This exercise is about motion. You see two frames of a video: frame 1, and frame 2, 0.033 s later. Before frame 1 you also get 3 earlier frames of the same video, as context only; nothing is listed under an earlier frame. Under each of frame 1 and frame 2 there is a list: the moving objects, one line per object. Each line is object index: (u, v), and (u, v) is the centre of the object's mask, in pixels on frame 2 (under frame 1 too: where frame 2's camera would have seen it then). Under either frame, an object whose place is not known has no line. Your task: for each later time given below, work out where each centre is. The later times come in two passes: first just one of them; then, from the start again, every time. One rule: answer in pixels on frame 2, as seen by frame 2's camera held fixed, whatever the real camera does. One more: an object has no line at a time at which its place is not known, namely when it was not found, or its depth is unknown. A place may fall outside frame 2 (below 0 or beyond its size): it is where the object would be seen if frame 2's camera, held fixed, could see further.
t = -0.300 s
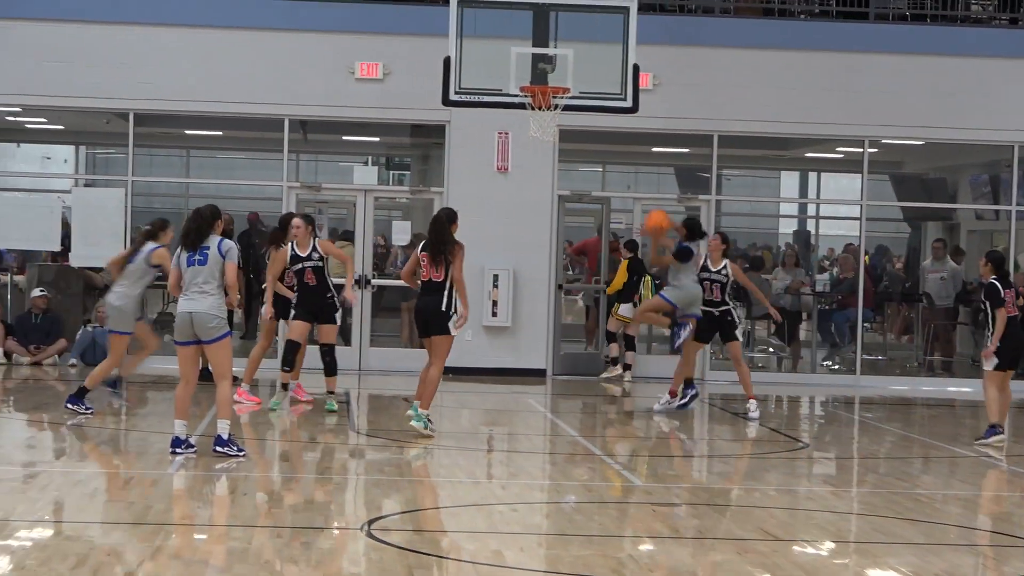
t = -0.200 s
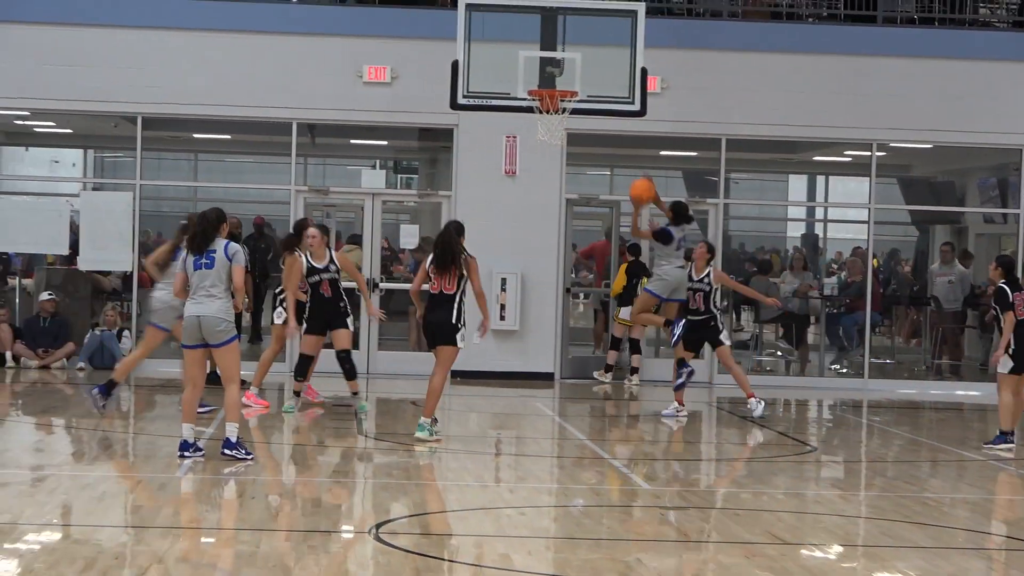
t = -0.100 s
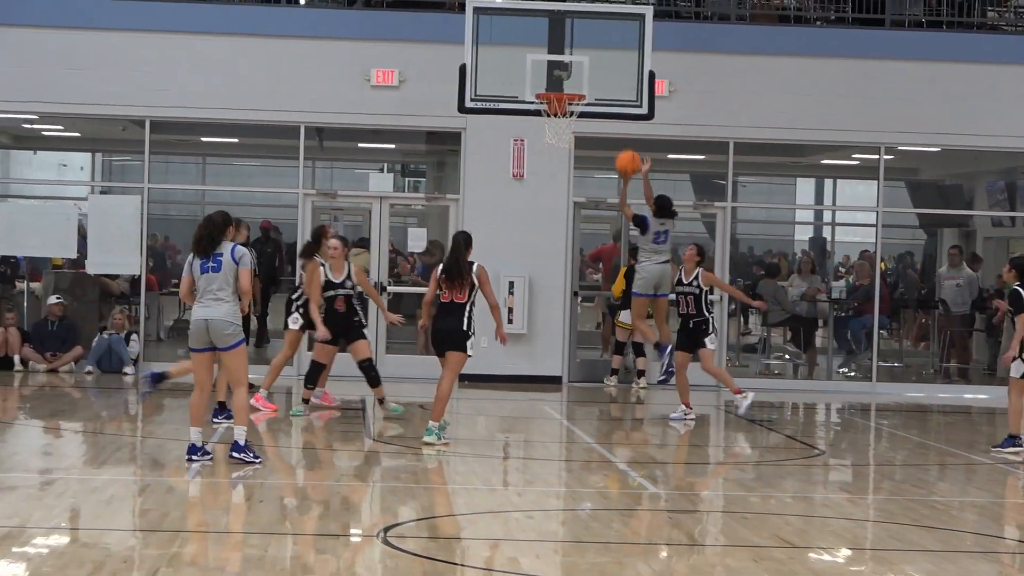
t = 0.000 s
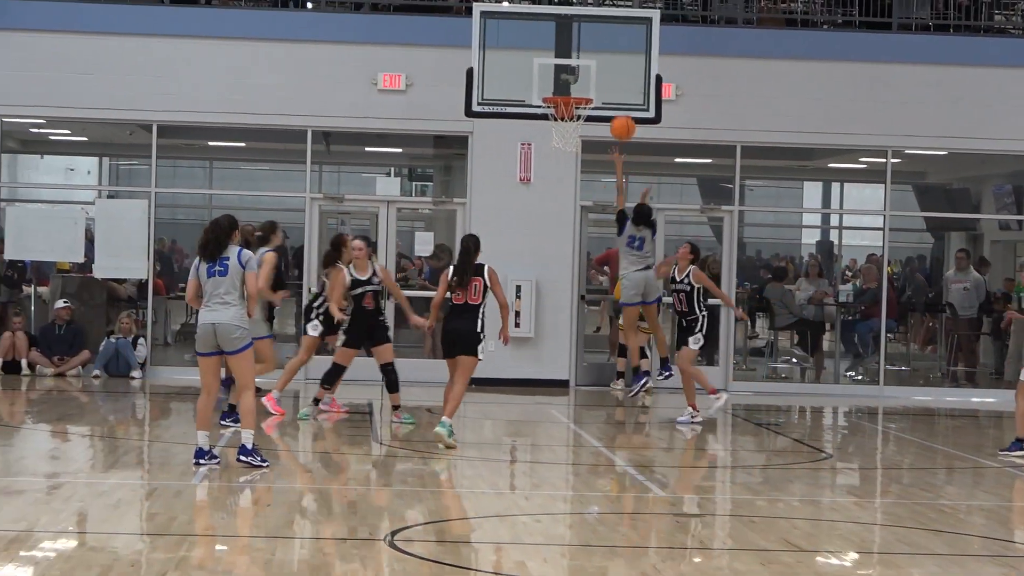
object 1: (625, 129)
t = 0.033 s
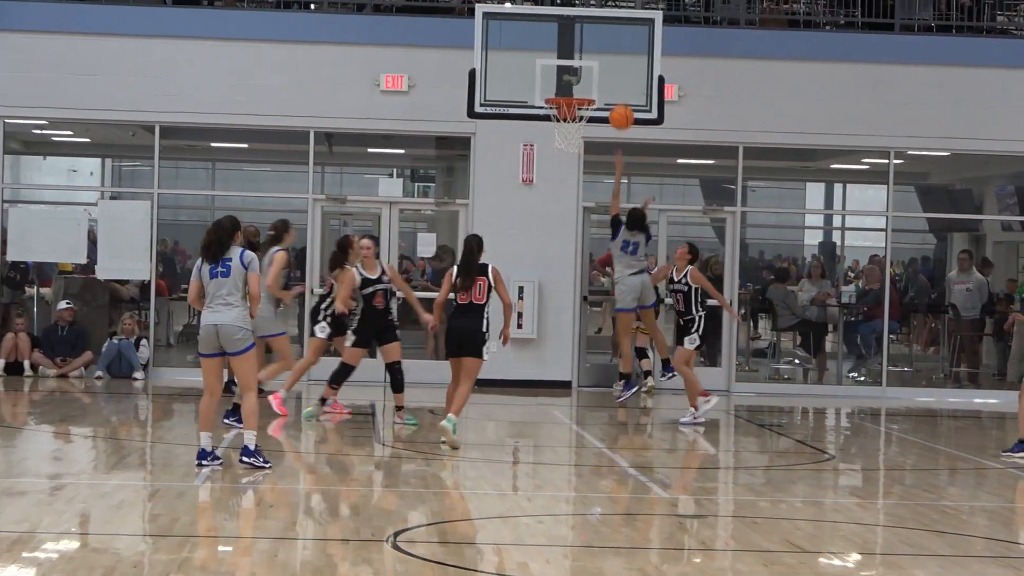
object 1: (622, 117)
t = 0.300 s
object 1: (597, 67)
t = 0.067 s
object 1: (618, 106)
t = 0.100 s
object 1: (616, 97)
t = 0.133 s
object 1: (613, 89)
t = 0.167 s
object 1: (610, 82)
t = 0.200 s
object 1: (607, 77)
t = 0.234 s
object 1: (603, 72)
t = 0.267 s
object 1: (600, 69)
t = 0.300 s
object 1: (597, 67)
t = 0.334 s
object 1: (594, 66)
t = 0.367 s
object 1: (591, 66)
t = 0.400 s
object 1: (588, 68)
